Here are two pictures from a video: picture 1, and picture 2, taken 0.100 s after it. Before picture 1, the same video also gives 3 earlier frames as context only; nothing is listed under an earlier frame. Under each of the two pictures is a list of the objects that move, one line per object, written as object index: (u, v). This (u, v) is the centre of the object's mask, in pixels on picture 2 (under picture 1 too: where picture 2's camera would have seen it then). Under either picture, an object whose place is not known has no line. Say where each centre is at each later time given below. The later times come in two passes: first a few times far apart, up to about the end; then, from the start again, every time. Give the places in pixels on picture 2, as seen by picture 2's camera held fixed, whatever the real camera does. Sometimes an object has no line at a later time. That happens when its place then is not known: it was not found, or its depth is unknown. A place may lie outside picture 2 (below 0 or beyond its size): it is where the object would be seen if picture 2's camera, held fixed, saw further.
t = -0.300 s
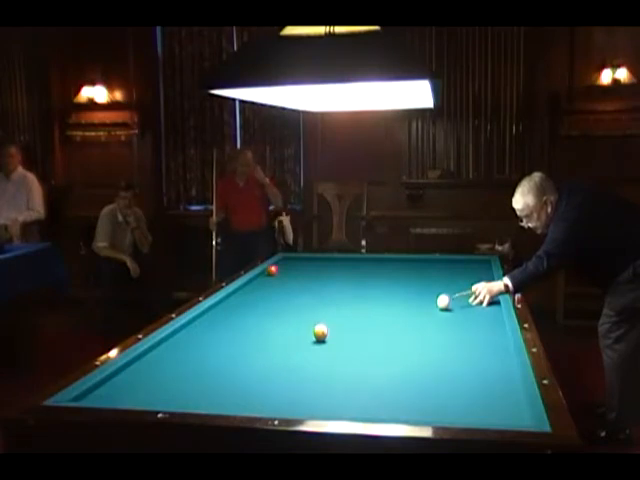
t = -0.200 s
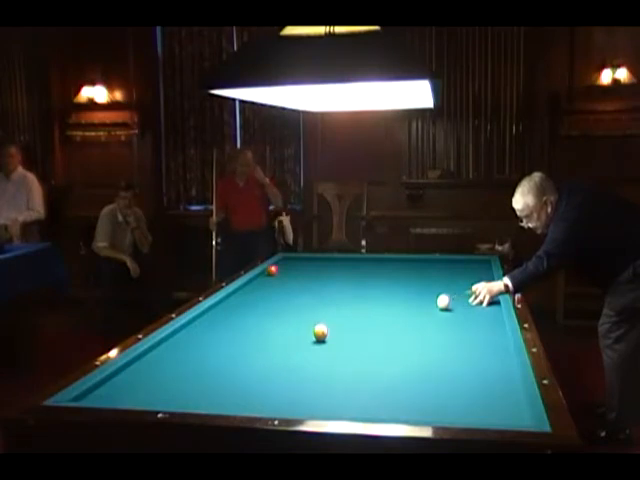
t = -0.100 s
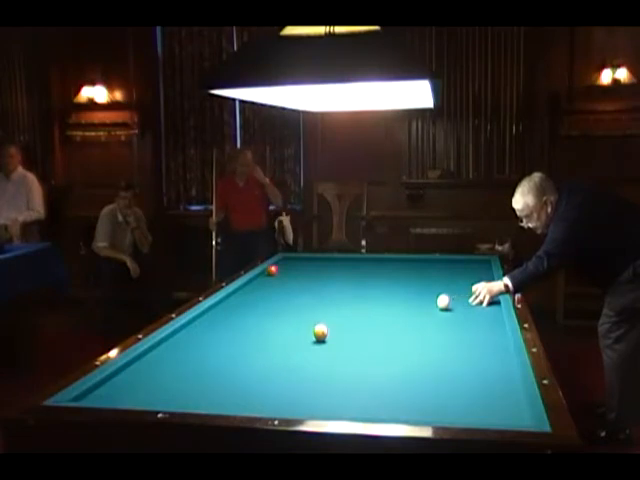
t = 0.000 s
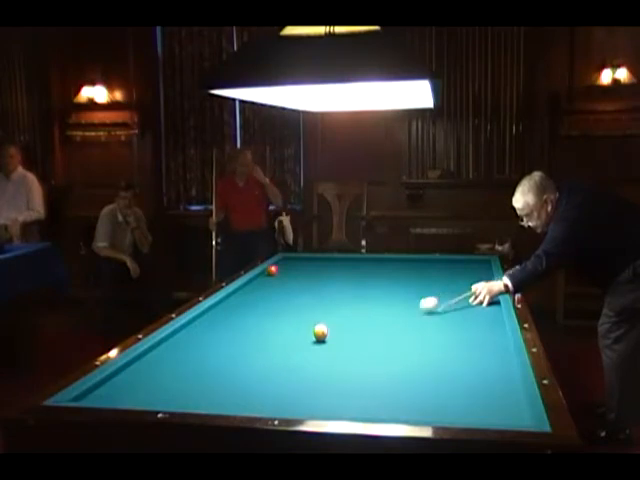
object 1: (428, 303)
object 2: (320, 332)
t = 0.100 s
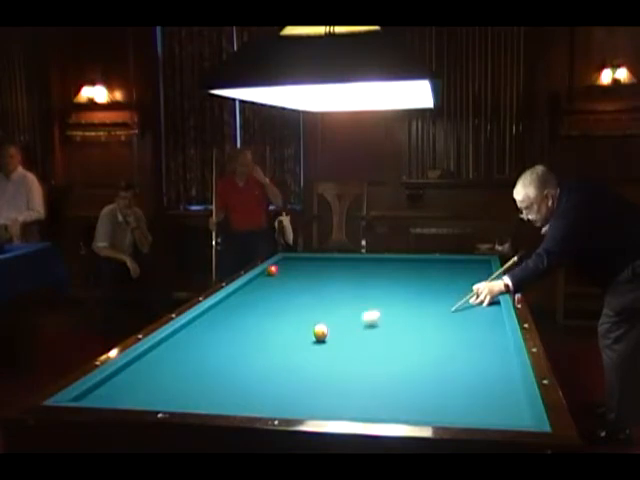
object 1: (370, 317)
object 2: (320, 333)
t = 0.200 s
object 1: (310, 325)
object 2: (316, 336)
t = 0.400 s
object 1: (218, 327)
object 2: (276, 376)
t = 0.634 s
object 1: (221, 341)
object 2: (245, 398)
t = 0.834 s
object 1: (265, 358)
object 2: (257, 370)
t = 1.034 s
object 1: (336, 367)
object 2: (229, 365)
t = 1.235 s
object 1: (410, 374)
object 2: (202, 359)
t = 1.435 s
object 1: (488, 382)
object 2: (177, 354)
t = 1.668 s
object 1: (459, 379)
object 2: (157, 349)
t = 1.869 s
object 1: (418, 375)
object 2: (177, 347)
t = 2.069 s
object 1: (382, 371)
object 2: (197, 345)
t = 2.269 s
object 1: (348, 367)
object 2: (216, 344)
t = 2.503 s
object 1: (309, 363)
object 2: (236, 342)
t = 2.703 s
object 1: (279, 359)
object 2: (253, 340)
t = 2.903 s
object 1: (250, 356)
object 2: (270, 339)
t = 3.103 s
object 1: (222, 353)
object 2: (286, 338)
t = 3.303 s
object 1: (196, 349)
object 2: (301, 336)
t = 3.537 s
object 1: (167, 346)
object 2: (318, 335)
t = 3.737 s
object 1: (167, 346)
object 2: (332, 333)
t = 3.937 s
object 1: (179, 347)
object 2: (346, 332)
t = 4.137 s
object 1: (191, 348)
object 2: (359, 332)
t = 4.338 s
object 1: (203, 350)
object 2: (371, 330)
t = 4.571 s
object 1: (217, 351)
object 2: (385, 329)
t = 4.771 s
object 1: (228, 353)
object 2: (396, 329)
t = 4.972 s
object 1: (239, 354)
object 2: (406, 328)
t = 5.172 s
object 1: (250, 355)
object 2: (417, 327)
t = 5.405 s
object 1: (262, 357)
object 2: (427, 326)
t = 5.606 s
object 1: (272, 358)
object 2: (436, 325)
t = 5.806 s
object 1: (282, 360)
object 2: (445, 325)
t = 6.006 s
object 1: (291, 361)
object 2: (453, 324)
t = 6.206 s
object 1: (300, 362)
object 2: (461, 323)
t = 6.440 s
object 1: (310, 363)
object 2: (469, 322)
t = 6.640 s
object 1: (318, 365)
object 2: (476, 322)
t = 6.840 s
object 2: (482, 322)
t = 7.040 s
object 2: (488, 321)
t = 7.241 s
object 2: (493, 321)
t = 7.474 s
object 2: (496, 320)
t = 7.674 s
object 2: (493, 320)
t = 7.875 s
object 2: (491, 320)
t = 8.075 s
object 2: (489, 320)
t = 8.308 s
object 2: (487, 320)
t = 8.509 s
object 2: (485, 319)
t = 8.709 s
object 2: (484, 320)
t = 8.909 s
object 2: (483, 320)
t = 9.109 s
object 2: (483, 319)
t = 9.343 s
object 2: (482, 320)
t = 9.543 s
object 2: (482, 320)
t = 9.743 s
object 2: (482, 320)
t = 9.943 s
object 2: (482, 320)
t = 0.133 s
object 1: (350, 321)
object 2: (320, 332)
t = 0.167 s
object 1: (330, 325)
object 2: (320, 333)
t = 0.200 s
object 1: (310, 325)
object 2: (316, 336)
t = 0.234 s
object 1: (295, 327)
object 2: (309, 343)
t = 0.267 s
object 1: (280, 327)
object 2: (303, 349)
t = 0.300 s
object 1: (264, 327)
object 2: (297, 355)
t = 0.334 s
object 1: (249, 326)
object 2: (290, 361)
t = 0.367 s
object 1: (233, 327)
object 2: (283, 368)
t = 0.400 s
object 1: (218, 327)
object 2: (276, 376)
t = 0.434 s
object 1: (203, 327)
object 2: (268, 383)
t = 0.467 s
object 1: (187, 327)
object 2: (261, 390)
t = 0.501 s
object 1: (187, 329)
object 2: (254, 397)
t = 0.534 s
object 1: (196, 332)
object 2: (246, 402)
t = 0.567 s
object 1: (205, 335)
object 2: (240, 405)
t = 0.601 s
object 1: (213, 338)
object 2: (242, 402)
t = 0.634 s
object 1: (221, 341)
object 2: (245, 398)
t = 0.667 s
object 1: (228, 344)
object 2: (247, 393)
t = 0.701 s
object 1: (236, 347)
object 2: (250, 388)
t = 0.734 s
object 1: (244, 350)
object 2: (252, 383)
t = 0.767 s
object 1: (251, 353)
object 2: (254, 378)
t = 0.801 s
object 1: (257, 355)
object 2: (255, 374)
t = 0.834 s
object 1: (265, 358)
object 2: (257, 370)
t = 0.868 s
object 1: (272, 362)
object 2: (258, 368)
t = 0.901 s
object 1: (284, 363)
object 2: (252, 367)
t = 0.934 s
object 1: (297, 364)
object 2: (245, 366)
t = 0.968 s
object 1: (310, 365)
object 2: (239, 366)
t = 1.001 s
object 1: (323, 366)
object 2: (234, 365)
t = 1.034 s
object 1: (336, 367)
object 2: (229, 365)
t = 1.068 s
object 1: (349, 368)
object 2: (224, 364)
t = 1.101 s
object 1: (361, 369)
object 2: (219, 362)
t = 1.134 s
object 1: (373, 370)
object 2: (215, 362)
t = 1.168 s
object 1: (385, 371)
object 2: (210, 361)
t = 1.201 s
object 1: (397, 373)
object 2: (206, 360)
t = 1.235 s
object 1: (410, 374)
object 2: (202, 359)
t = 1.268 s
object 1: (423, 375)
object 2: (197, 358)
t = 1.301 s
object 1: (436, 377)
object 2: (193, 357)
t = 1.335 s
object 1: (449, 378)
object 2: (189, 356)
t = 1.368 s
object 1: (462, 380)
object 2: (185, 356)
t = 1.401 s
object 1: (475, 381)
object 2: (181, 355)
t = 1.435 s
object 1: (488, 382)
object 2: (177, 354)
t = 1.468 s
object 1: (502, 384)
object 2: (173, 353)
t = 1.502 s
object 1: (508, 385)
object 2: (168, 352)
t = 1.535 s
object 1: (497, 383)
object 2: (165, 351)
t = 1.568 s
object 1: (487, 382)
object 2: (160, 350)
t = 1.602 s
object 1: (476, 381)
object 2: (157, 350)
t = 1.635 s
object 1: (467, 380)
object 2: (154, 349)
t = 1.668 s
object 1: (459, 379)
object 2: (157, 349)
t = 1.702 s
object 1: (451, 379)
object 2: (161, 348)
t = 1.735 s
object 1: (444, 378)
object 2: (164, 348)
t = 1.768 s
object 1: (437, 377)
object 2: (168, 348)
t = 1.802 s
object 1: (431, 376)
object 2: (171, 347)
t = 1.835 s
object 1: (424, 376)
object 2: (174, 347)
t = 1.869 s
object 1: (418, 375)
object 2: (177, 347)
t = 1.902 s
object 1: (412, 374)
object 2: (181, 347)
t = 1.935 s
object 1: (406, 374)
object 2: (184, 346)
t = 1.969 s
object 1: (400, 373)
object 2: (188, 346)
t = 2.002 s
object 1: (393, 372)
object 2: (191, 346)
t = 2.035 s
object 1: (387, 371)
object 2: (194, 346)
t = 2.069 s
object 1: (382, 371)
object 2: (197, 345)
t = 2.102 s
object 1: (376, 370)
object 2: (200, 345)
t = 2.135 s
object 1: (370, 370)
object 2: (203, 345)
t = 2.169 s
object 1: (364, 369)
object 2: (207, 345)
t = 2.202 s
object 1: (359, 368)
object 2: (209, 344)
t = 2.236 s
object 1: (353, 368)
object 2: (212, 344)
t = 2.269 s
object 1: (348, 367)
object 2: (216, 344)
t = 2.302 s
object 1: (342, 367)
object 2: (218, 344)
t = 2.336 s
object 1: (336, 366)
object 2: (221, 343)
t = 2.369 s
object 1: (331, 365)
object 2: (224, 343)
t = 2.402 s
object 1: (325, 365)
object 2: (228, 342)
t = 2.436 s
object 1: (320, 364)
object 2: (230, 343)
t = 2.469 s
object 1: (315, 364)
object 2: (233, 342)
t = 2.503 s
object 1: (309, 363)
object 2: (236, 342)
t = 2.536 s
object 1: (304, 363)
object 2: (239, 342)
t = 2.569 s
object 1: (299, 362)
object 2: (242, 341)
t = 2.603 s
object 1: (294, 361)
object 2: (244, 341)
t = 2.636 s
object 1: (289, 360)
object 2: (247, 341)
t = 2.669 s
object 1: (284, 360)
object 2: (250, 341)
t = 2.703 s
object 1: (279, 359)
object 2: (253, 340)
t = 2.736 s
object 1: (274, 359)
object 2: (256, 340)
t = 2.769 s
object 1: (269, 358)
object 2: (259, 340)
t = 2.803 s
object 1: (264, 357)
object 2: (262, 339)
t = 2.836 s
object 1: (259, 358)
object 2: (264, 339)
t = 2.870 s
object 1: (254, 357)
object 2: (267, 340)
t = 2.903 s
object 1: (250, 356)
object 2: (270, 339)
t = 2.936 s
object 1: (245, 355)
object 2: (272, 339)
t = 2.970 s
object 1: (240, 355)
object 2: (275, 339)
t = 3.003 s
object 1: (236, 354)
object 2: (278, 338)
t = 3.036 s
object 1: (231, 354)
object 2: (280, 338)
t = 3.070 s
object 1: (227, 354)
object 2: (283, 338)
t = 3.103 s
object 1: (222, 353)
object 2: (286, 338)
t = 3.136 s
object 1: (218, 352)
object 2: (288, 337)
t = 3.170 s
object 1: (213, 351)
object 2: (291, 337)
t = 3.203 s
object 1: (209, 351)
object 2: (293, 336)
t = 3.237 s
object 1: (205, 350)
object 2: (296, 336)
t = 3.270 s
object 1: (200, 350)
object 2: (299, 335)
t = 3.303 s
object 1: (196, 349)
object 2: (301, 336)
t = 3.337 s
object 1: (192, 349)
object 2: (303, 336)
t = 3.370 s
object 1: (188, 349)
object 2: (306, 336)
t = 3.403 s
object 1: (183, 348)
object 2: (308, 335)
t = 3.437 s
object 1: (180, 348)
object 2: (311, 335)
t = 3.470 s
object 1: (175, 347)
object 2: (313, 335)
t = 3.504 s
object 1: (171, 347)
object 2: (315, 335)
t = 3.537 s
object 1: (167, 346)
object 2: (318, 335)
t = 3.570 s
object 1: (163, 346)
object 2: (320, 335)
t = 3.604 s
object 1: (159, 346)
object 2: (323, 334)
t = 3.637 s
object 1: (159, 345)
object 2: (325, 334)
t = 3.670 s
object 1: (162, 346)
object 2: (328, 333)
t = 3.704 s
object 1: (165, 346)
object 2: (330, 334)
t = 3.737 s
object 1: (167, 346)
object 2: (332, 333)
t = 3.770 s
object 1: (169, 346)
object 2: (335, 333)
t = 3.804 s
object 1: (171, 346)
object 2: (337, 333)
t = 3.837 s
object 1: (173, 347)
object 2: (339, 333)
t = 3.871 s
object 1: (175, 347)
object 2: (341, 332)
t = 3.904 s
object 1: (177, 347)
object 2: (343, 333)
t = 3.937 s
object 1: (179, 347)
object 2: (346, 332)
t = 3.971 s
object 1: (181, 347)
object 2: (348, 332)
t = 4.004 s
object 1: (183, 348)
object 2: (350, 332)
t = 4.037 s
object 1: (185, 348)
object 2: (352, 332)
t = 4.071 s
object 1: (187, 348)
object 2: (354, 332)
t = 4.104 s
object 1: (189, 348)
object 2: (357, 331)
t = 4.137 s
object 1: (191, 348)
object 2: (359, 332)
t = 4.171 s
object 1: (193, 348)
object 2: (361, 331)
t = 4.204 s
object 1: (195, 349)
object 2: (363, 331)
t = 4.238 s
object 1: (197, 349)
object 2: (365, 331)
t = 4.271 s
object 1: (199, 349)
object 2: (367, 330)
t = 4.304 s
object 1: (201, 349)
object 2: (369, 331)
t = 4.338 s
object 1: (203, 350)
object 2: (371, 330)
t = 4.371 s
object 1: (205, 350)
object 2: (373, 330)
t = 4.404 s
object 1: (207, 350)
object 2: (375, 330)
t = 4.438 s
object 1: (209, 350)
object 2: (377, 330)
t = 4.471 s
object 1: (211, 351)
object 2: (379, 330)
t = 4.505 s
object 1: (213, 351)
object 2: (381, 330)
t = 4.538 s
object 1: (215, 351)
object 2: (383, 330)
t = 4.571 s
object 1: (217, 351)
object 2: (385, 329)
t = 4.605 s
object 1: (219, 351)
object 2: (387, 329)
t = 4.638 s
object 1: (221, 352)
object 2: (389, 329)
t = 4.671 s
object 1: (222, 352)
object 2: (391, 329)
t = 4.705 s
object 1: (224, 352)
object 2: (392, 329)
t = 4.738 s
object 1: (226, 353)
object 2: (394, 329)
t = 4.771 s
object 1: (228, 353)
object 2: (396, 329)
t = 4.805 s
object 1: (230, 353)
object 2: (397, 329)
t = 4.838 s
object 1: (232, 353)
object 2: (399, 329)
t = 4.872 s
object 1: (234, 353)
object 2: (401, 328)
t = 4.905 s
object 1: (236, 354)
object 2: (403, 328)
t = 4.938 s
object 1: (237, 354)
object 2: (405, 328)
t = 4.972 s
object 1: (239, 354)
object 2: (406, 328)
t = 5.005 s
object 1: (241, 354)
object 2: (408, 328)
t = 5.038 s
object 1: (243, 354)
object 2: (410, 327)
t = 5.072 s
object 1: (244, 355)
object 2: (412, 327)
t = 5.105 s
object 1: (246, 355)
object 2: (413, 327)
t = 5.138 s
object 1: (248, 355)
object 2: (415, 327)
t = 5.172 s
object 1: (250, 355)
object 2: (417, 327)
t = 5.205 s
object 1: (251, 356)
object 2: (418, 326)
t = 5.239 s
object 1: (253, 356)
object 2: (419, 326)
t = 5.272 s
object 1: (255, 356)
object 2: (421, 326)
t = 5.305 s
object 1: (257, 356)
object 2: (423, 326)
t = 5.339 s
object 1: (259, 356)
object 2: (424, 326)
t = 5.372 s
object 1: (260, 357)
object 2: (426, 326)
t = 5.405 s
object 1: (262, 357)
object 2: (427, 326)
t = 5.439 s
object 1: (264, 357)
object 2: (429, 326)
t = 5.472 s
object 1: (265, 357)
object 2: (431, 326)
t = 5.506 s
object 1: (267, 358)
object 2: (432, 325)
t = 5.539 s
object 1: (269, 358)
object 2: (433, 325)
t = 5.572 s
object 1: (270, 358)
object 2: (435, 325)
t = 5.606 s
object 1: (272, 358)
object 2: (436, 325)
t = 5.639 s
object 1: (273, 358)
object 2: (438, 325)
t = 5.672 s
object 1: (275, 359)
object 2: (439, 325)
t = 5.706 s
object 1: (277, 359)
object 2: (441, 325)
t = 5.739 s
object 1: (279, 359)
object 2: (442, 324)
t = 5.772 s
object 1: (280, 359)
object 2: (444, 325)
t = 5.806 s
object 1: (282, 360)
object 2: (445, 325)
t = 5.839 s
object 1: (283, 360)
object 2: (446, 324)
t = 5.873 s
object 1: (285, 360)
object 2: (448, 324)
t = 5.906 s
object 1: (286, 360)
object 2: (449, 324)
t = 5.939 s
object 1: (288, 360)
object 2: (451, 323)
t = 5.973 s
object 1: (290, 361)
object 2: (452, 324)
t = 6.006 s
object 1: (291, 361)
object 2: (453, 324)
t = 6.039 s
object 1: (293, 361)
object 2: (454, 323)
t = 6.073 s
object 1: (294, 361)
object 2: (456, 324)
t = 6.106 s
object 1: (295, 362)
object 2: (457, 323)
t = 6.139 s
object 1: (297, 362)
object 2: (458, 324)
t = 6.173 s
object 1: (299, 362)
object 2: (459, 323)
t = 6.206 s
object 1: (300, 362)
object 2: (461, 323)
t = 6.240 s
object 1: (302, 363)
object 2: (462, 323)
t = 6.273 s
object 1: (303, 362)
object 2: (463, 323)
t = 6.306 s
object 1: (305, 363)
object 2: (464, 323)
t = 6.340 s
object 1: (306, 363)
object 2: (466, 323)
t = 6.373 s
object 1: (307, 363)
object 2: (467, 323)
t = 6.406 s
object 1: (309, 363)
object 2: (468, 322)
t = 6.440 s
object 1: (310, 363)
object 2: (469, 322)
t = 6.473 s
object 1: (312, 364)
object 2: (470, 322)
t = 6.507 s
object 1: (313, 364)
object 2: (471, 322)
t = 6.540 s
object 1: (314, 364)
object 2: (473, 322)
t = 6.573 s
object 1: (316, 364)
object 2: (474, 322)
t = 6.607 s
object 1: (317, 364)
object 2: (475, 322)
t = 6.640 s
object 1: (318, 365)
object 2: (476, 322)
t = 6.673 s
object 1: (320, 365)
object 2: (477, 322)
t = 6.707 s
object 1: (321, 365)
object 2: (478, 322)
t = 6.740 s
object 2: (479, 322)
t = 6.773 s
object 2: (480, 322)
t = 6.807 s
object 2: (481, 322)
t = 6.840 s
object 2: (482, 322)
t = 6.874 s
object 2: (483, 321)
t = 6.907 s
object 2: (484, 321)
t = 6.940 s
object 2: (485, 321)
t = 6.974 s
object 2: (486, 321)
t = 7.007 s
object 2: (487, 321)
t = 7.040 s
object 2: (488, 321)
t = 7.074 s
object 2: (489, 321)
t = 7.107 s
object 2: (490, 321)
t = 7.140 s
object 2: (491, 321)
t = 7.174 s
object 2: (492, 321)
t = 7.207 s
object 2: (493, 321)
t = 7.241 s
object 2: (493, 321)
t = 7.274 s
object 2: (494, 321)
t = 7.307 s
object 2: (495, 320)
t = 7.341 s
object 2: (496, 320)
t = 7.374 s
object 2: (497, 320)
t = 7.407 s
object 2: (497, 320)
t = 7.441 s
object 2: (497, 320)
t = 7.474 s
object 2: (496, 320)
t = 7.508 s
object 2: (496, 320)
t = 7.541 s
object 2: (495, 320)
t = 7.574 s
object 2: (495, 320)
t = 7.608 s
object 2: (495, 320)
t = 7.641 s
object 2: (494, 320)
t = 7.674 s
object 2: (493, 320)
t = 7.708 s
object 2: (493, 320)
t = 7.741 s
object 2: (492, 320)
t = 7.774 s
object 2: (492, 320)
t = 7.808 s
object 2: (492, 320)
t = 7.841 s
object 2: (491, 320)
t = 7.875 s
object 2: (491, 320)
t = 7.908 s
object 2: (491, 320)
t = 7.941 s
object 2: (490, 320)
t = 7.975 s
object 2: (490, 320)
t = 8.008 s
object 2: (489, 320)
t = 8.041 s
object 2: (489, 320)
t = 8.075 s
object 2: (489, 320)
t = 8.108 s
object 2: (488, 320)
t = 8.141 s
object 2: (488, 320)
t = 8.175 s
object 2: (488, 320)
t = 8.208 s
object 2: (488, 320)
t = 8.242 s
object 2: (487, 320)
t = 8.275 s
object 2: (487, 320)
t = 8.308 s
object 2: (487, 320)
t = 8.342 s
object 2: (486, 320)
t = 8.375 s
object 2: (486, 320)
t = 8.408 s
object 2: (486, 320)
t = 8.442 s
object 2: (486, 320)
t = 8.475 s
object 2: (485, 319)
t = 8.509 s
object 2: (485, 319)
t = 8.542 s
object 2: (485, 319)
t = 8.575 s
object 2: (484, 319)
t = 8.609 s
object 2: (485, 319)
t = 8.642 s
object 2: (484, 320)
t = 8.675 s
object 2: (484, 320)
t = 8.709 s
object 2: (484, 320)
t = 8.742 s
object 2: (484, 320)
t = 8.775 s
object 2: (483, 320)
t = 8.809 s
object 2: (483, 320)
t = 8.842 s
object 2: (483, 320)
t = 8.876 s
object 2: (483, 320)
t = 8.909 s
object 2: (483, 320)
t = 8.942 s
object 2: (483, 320)
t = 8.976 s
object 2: (483, 320)
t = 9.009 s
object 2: (483, 320)
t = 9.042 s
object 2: (483, 320)
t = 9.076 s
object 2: (483, 319)
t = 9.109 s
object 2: (483, 319)
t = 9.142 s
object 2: (483, 319)
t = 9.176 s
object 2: (483, 320)
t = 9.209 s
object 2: (482, 320)
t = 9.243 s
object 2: (482, 320)
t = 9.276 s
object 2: (482, 320)
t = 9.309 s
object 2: (482, 320)
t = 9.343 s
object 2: (482, 320)
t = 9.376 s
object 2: (482, 320)
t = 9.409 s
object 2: (482, 320)
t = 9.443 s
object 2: (482, 320)
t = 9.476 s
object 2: (482, 320)
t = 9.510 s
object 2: (482, 320)
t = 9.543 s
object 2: (482, 320)
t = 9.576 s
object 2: (482, 320)
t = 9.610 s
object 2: (482, 320)
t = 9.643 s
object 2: (481, 319)
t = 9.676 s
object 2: (481, 319)
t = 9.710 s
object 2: (481, 319)
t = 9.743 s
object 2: (482, 320)
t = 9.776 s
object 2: (482, 320)
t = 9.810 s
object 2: (482, 320)
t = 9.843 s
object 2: (482, 320)
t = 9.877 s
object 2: (482, 320)
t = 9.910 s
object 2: (482, 320)
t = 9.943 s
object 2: (482, 320)
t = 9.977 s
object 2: (482, 320)
